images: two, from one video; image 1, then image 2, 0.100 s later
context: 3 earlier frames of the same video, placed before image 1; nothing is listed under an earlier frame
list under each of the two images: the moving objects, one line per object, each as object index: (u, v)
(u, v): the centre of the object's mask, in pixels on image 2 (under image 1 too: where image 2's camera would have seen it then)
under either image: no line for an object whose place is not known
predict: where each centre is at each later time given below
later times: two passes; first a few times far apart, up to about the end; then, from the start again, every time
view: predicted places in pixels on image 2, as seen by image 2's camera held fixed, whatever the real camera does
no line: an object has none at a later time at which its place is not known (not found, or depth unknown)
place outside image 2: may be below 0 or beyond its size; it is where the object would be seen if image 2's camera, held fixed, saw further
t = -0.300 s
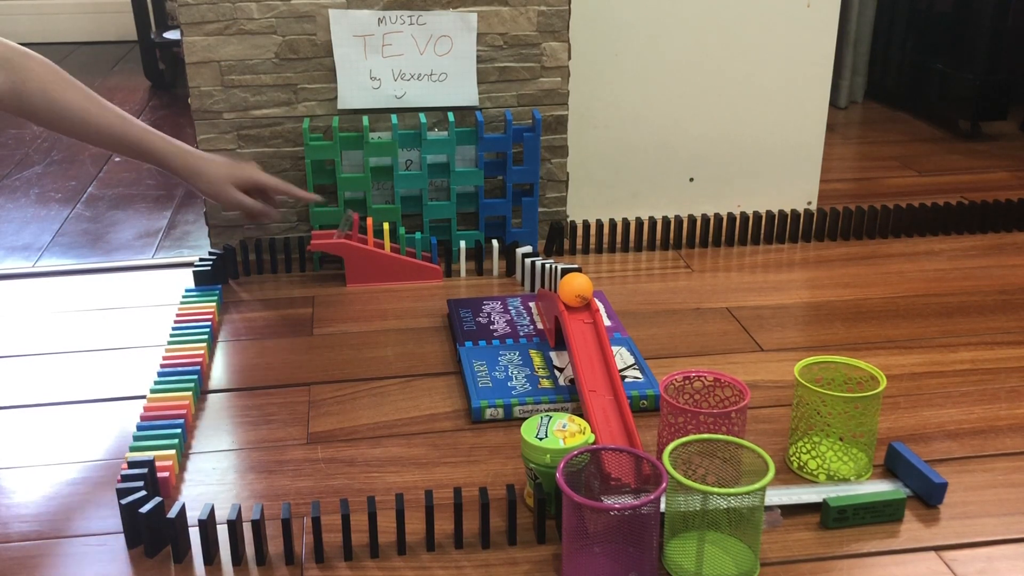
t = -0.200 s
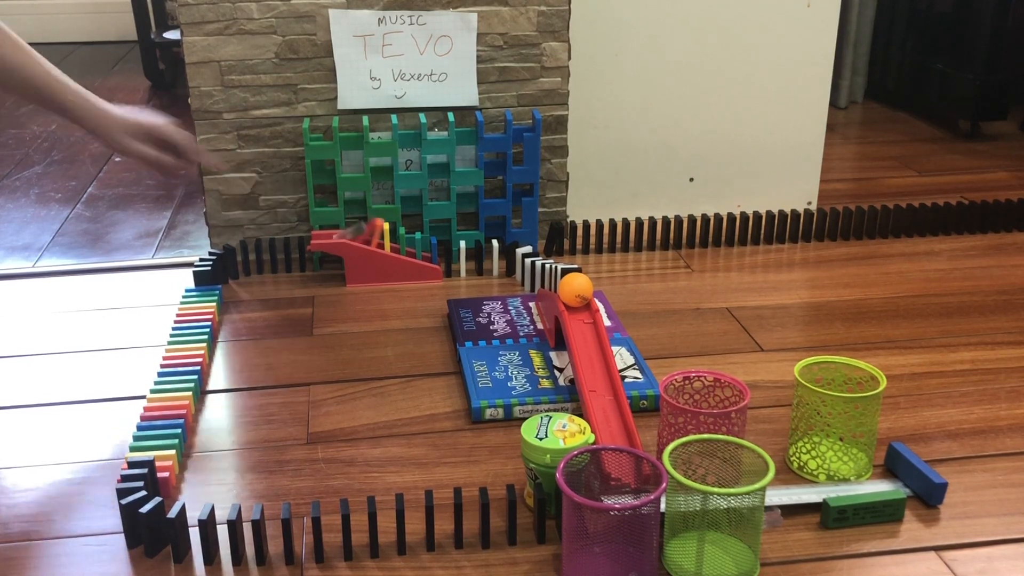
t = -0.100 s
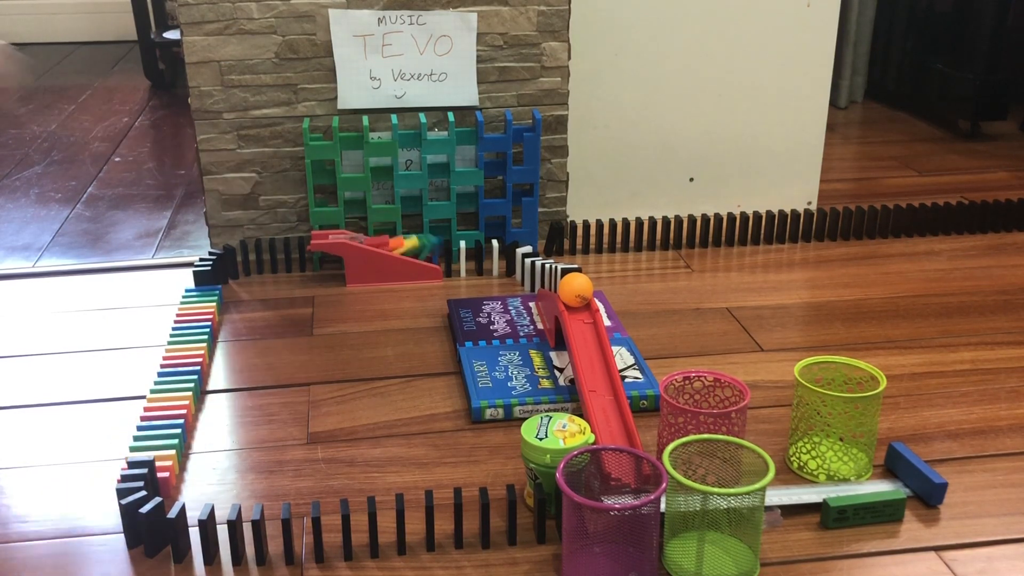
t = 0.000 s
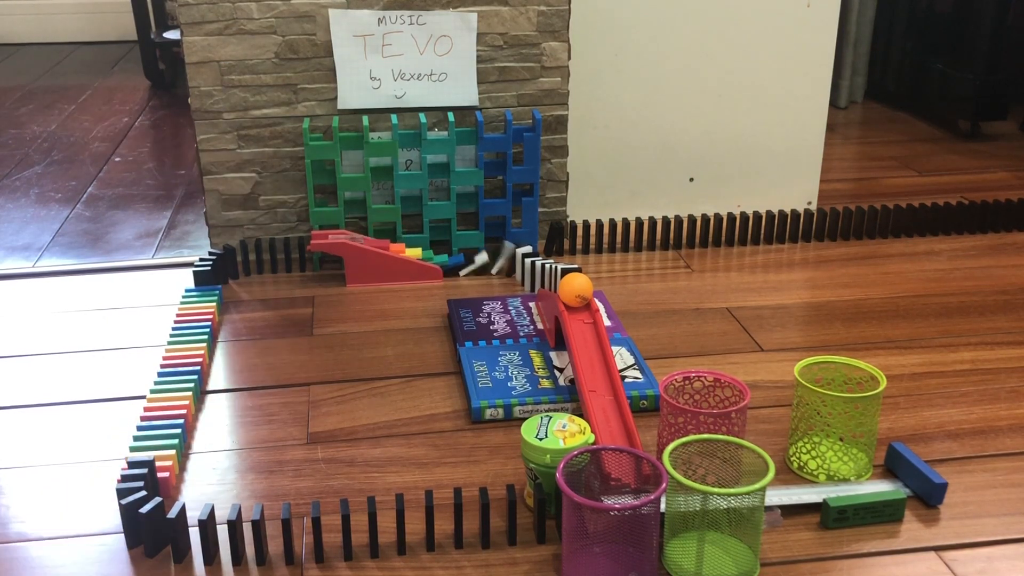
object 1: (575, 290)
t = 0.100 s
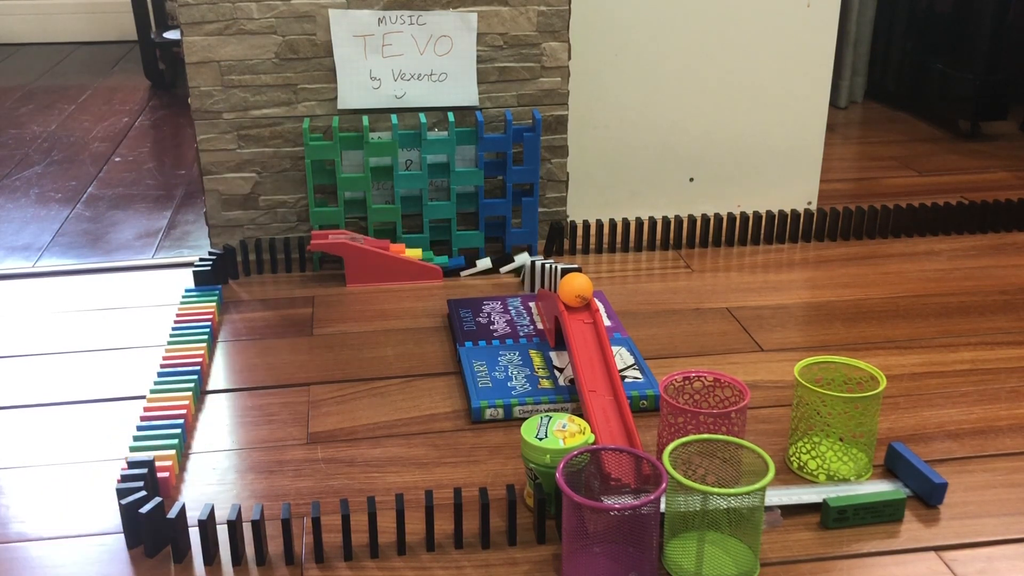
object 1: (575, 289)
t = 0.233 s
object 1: (575, 289)
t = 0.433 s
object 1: (576, 290)
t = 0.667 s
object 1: (591, 332)
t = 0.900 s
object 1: (605, 380)
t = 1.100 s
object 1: (627, 437)
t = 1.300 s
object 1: (640, 481)
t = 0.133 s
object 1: (575, 290)
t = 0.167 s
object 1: (575, 289)
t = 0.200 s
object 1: (575, 289)
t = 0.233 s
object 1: (575, 289)
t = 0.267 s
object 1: (575, 289)
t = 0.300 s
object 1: (575, 289)
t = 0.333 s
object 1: (575, 289)
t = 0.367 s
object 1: (575, 289)
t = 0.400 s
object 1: (575, 289)
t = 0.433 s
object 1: (576, 290)
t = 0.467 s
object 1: (577, 293)
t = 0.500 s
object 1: (579, 297)
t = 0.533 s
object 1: (583, 302)
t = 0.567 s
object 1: (585, 311)
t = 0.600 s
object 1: (587, 319)
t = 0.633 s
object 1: (589, 326)
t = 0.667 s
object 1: (591, 332)
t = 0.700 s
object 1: (593, 338)
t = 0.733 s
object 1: (594, 343)
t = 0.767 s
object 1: (596, 349)
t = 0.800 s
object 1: (598, 356)
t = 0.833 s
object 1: (600, 364)
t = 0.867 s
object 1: (603, 372)
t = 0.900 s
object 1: (605, 380)
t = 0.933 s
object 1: (608, 390)
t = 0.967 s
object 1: (611, 399)
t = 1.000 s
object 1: (614, 410)
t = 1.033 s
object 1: (618, 421)
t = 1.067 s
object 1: (622, 430)
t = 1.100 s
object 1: (627, 437)
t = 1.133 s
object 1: (630, 462)
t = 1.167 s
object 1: (633, 475)
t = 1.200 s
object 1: (636, 478)
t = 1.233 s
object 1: (640, 482)
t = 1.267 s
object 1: (640, 482)
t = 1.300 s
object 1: (640, 481)
